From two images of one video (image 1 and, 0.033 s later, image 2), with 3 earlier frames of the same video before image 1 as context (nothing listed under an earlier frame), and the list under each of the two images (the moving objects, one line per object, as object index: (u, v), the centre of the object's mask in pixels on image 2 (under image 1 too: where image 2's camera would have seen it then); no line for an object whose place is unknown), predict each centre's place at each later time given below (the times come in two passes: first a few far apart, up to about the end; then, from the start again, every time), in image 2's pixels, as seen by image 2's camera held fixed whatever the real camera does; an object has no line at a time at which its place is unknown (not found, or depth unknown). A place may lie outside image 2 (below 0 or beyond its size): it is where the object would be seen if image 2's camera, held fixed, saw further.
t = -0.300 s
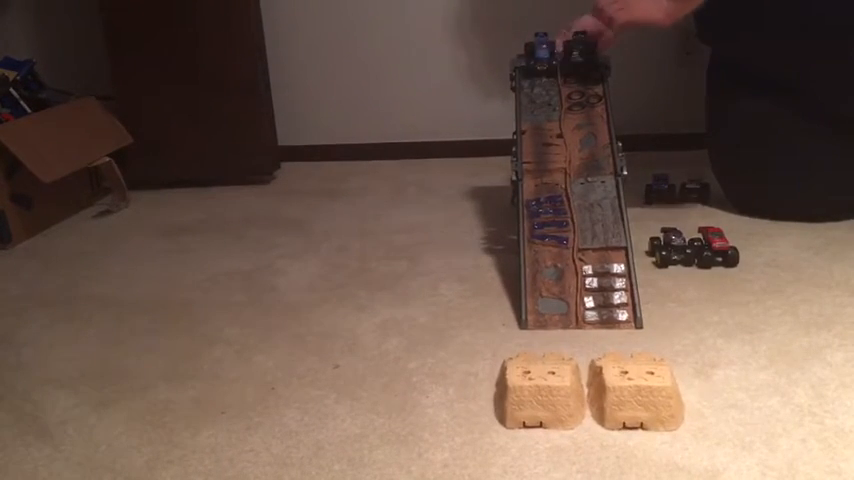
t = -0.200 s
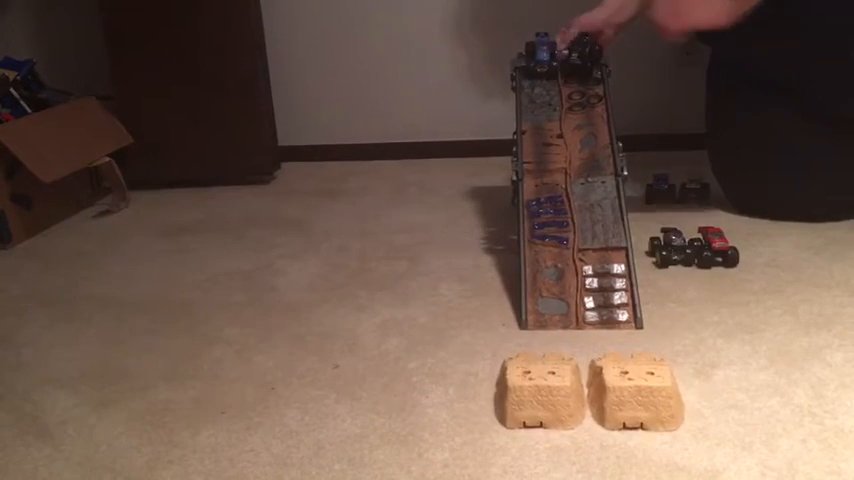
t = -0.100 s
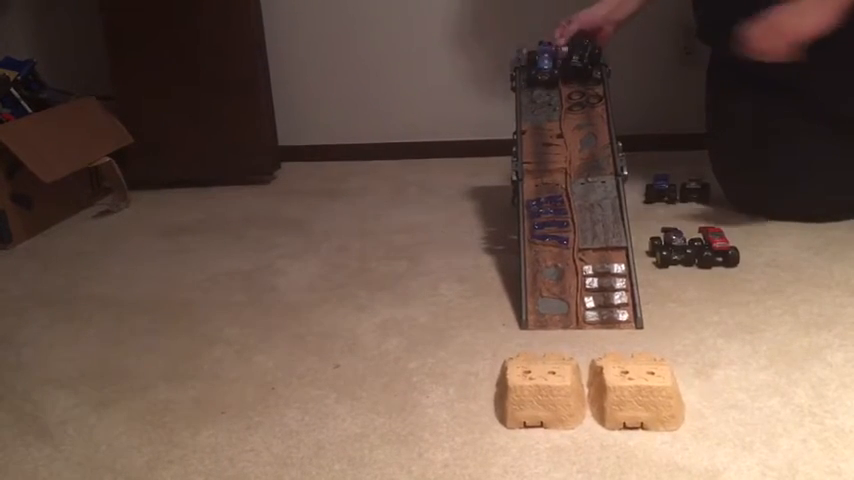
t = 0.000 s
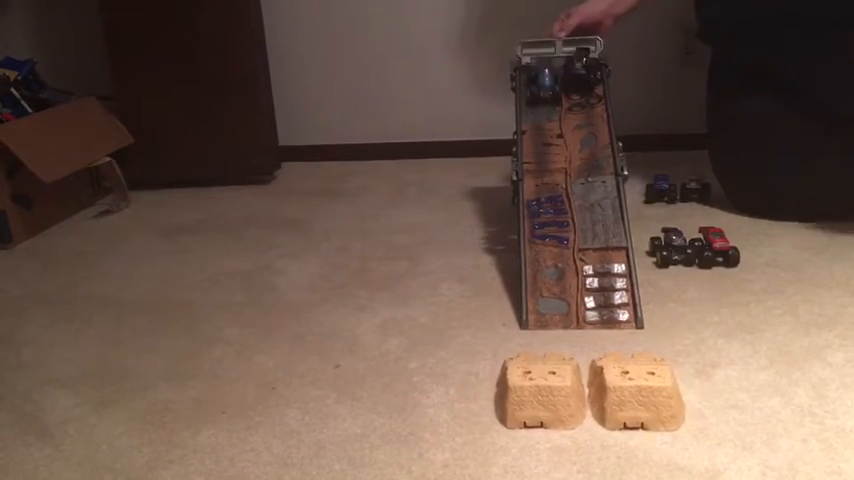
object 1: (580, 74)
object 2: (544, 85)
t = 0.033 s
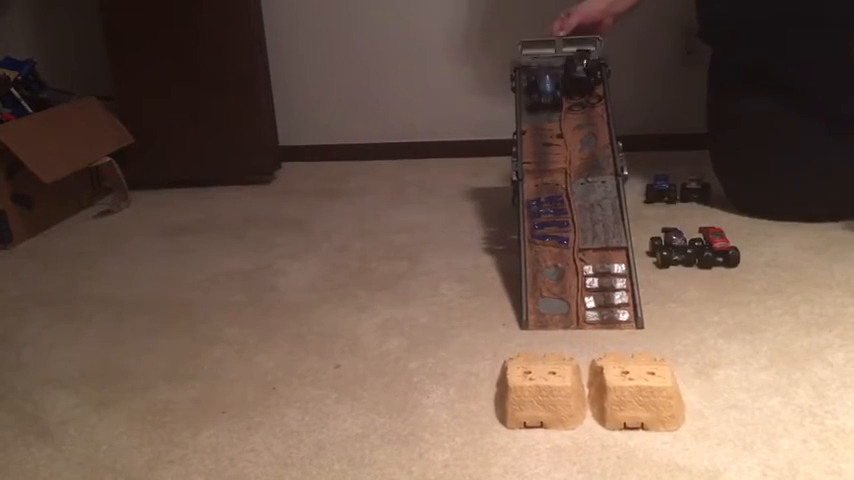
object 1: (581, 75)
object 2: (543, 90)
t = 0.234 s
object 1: (583, 103)
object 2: (543, 125)
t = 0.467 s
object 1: (597, 197)
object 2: (541, 268)
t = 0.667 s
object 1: (616, 323)
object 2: (516, 340)
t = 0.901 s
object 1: (657, 353)
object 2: (475, 368)
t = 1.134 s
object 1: (728, 408)
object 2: (438, 387)
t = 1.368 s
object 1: (797, 442)
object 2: (419, 395)
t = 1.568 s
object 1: (801, 444)
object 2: (415, 397)
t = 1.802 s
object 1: (764, 436)
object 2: (415, 397)
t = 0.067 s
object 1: (581, 83)
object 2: (544, 94)
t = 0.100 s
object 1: (581, 87)
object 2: (544, 100)
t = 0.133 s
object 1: (583, 88)
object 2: (544, 104)
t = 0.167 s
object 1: (582, 92)
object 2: (544, 111)
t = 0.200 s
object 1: (582, 100)
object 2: (543, 117)
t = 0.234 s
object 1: (583, 103)
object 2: (543, 125)
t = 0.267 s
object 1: (584, 108)
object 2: (543, 132)
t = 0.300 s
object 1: (585, 114)
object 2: (544, 171)
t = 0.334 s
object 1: (588, 140)
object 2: (544, 187)
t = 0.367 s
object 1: (590, 150)
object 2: (543, 204)
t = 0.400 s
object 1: (593, 166)
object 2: (541, 226)
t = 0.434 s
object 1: (596, 180)
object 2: (542, 248)
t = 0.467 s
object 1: (597, 197)
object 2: (541, 268)
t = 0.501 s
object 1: (599, 215)
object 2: (538, 292)
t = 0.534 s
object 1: (602, 238)
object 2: (533, 312)
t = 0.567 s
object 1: (602, 266)
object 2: (533, 326)
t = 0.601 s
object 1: (604, 292)
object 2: (528, 332)
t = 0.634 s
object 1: (609, 314)
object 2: (522, 335)
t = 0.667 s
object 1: (616, 323)
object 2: (516, 340)
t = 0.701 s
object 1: (623, 332)
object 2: (511, 342)
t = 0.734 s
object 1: (628, 337)
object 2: (506, 343)
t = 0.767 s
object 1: (632, 342)
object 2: (501, 350)
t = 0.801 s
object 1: (638, 344)
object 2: (496, 353)
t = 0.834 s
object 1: (644, 345)
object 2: (490, 363)
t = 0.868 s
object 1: (650, 348)
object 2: (484, 366)
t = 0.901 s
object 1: (657, 353)
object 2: (475, 368)
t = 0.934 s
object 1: (665, 358)
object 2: (468, 372)
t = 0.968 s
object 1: (672, 363)
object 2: (460, 376)
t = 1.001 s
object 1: (681, 373)
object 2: (455, 380)
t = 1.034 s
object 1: (690, 391)
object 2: (450, 382)
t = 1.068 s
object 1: (703, 397)
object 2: (446, 384)
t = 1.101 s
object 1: (715, 403)
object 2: (442, 386)
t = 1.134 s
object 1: (728, 408)
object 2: (438, 387)
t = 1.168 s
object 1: (743, 424)
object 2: (434, 389)
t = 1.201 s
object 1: (755, 440)
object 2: (431, 390)
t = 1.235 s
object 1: (771, 437)
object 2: (427, 392)
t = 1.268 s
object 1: (779, 437)
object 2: (425, 393)
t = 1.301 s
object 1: (787, 439)
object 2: (423, 394)
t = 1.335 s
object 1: (793, 439)
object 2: (421, 394)
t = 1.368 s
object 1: (797, 442)
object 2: (419, 395)
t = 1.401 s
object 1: (799, 443)
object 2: (417, 396)
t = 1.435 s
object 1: (801, 443)
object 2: (416, 396)
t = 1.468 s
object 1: (801, 444)
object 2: (415, 397)
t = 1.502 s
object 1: (802, 444)
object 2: (415, 397)
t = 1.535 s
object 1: (802, 444)
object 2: (414, 397)
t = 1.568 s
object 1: (801, 444)
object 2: (415, 397)
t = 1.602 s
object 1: (799, 444)
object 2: (415, 397)
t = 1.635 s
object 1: (797, 442)
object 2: (415, 397)
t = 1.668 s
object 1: (792, 441)
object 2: (415, 397)
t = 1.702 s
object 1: (788, 440)
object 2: (415, 397)
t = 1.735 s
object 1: (780, 438)
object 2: (415, 397)
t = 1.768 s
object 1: (772, 437)
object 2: (415, 397)
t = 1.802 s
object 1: (764, 436)
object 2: (415, 397)
